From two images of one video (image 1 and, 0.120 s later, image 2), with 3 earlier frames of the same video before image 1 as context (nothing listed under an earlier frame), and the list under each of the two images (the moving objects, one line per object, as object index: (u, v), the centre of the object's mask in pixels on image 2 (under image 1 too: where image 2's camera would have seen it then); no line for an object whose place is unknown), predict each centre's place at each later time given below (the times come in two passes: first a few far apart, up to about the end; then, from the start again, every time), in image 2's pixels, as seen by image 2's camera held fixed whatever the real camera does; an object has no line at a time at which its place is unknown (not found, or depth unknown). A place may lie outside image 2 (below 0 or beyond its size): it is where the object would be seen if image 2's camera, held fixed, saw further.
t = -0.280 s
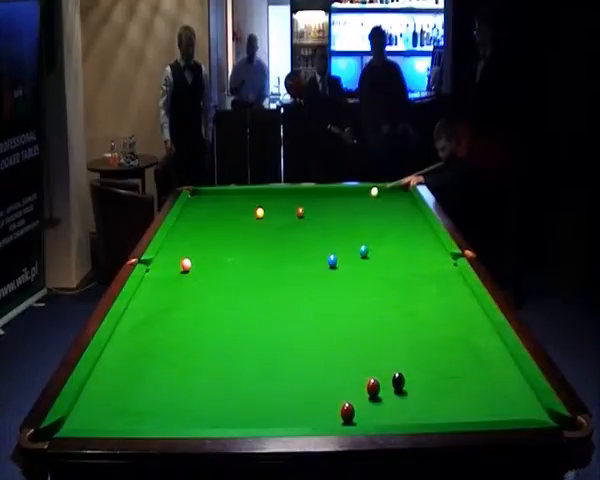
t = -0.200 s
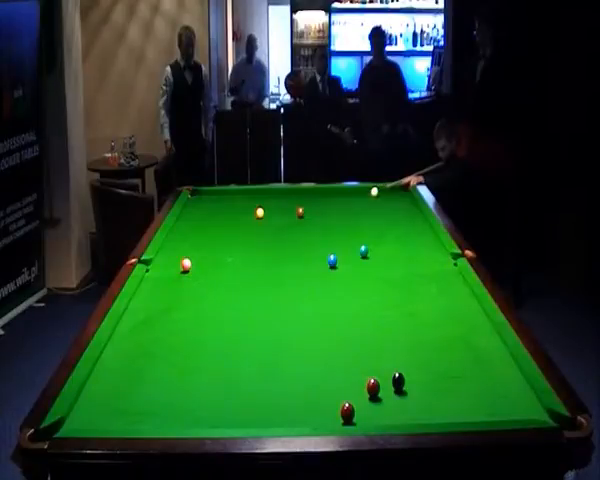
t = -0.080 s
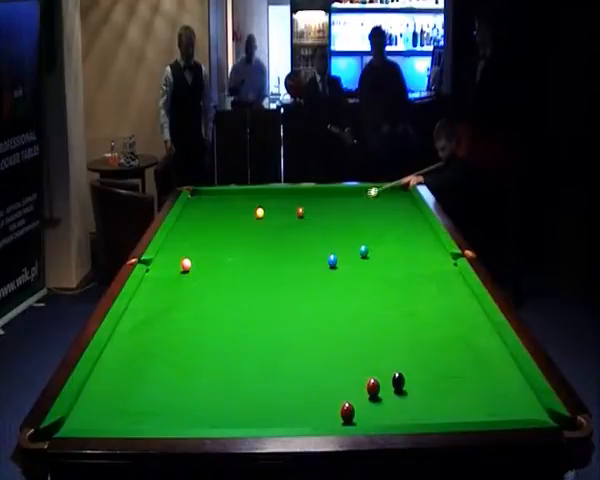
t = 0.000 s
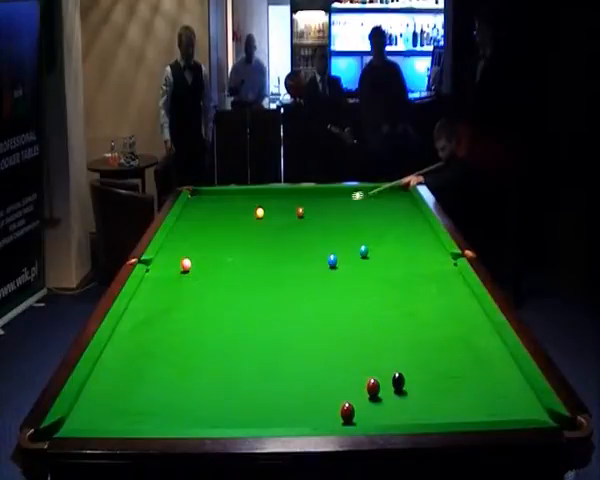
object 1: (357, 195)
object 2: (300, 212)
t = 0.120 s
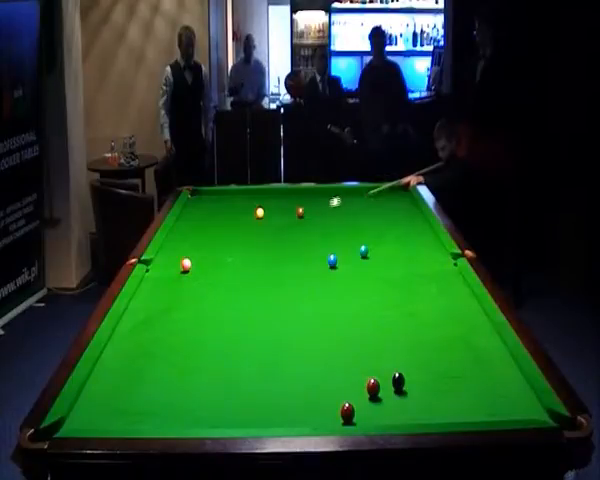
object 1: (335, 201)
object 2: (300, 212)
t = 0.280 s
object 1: (307, 209)
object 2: (299, 212)
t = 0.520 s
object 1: (294, 210)
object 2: (265, 224)
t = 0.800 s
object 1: (276, 213)
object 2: (231, 237)
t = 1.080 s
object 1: (259, 217)
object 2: (194, 248)
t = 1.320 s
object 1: (244, 218)
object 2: (161, 261)
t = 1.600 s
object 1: (228, 220)
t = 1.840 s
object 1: (214, 222)
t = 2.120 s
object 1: (199, 225)
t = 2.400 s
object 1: (185, 227)
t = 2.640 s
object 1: (173, 228)
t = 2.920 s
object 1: (180, 229)
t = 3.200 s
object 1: (187, 230)
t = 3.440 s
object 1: (192, 230)
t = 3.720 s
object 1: (197, 231)
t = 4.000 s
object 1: (202, 231)
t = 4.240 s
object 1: (205, 231)
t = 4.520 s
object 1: (209, 232)
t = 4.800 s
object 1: (211, 232)
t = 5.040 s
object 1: (213, 232)
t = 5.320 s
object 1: (213, 232)
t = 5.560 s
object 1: (214, 232)
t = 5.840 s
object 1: (214, 232)
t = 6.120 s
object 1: (214, 232)
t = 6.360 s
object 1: (214, 232)
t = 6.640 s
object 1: (214, 232)
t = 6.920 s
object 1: (214, 232)
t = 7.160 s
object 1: (214, 232)
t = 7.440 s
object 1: (214, 232)
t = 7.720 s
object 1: (214, 232)
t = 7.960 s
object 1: (214, 232)
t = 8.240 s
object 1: (214, 232)
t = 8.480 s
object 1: (214, 232)
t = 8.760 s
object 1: (214, 232)
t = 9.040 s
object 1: (214, 232)
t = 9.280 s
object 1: (214, 232)
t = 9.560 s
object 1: (214, 232)
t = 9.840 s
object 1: (214, 232)
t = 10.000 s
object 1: (214, 232)
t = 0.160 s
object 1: (328, 204)
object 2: (300, 212)
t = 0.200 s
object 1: (320, 206)
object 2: (300, 212)
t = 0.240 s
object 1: (313, 207)
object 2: (300, 212)
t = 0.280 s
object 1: (307, 209)
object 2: (299, 212)
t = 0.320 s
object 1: (304, 210)
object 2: (294, 214)
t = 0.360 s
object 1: (302, 209)
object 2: (288, 216)
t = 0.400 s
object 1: (301, 210)
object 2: (282, 218)
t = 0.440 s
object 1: (298, 210)
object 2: (276, 220)
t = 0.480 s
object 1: (296, 210)
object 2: (271, 222)
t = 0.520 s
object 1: (294, 210)
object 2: (265, 224)
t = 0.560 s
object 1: (291, 211)
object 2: (260, 226)
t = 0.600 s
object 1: (289, 212)
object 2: (256, 227)
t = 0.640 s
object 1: (286, 211)
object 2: (251, 229)
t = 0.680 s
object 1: (283, 212)
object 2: (246, 231)
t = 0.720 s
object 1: (281, 212)
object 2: (241, 233)
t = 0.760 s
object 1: (278, 213)
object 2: (236, 235)
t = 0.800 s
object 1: (276, 213)
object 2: (231, 237)
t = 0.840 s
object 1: (273, 214)
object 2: (226, 238)
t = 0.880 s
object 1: (271, 214)
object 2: (221, 240)
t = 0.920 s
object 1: (268, 215)
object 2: (215, 241)
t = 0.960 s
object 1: (266, 215)
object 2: (210, 243)
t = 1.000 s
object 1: (264, 216)
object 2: (205, 245)
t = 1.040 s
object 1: (262, 216)
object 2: (200, 247)
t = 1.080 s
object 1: (259, 217)
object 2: (194, 248)
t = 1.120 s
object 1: (256, 217)
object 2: (189, 250)
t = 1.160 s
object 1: (253, 217)
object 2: (183, 252)
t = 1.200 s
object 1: (251, 217)
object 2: (178, 254)
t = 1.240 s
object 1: (249, 217)
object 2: (172, 256)
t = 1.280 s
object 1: (246, 218)
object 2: (166, 258)
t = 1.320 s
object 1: (244, 218)
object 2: (161, 261)
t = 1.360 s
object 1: (242, 219)
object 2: (155, 262)
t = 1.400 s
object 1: (239, 219)
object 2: (150, 263)
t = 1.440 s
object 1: (237, 219)
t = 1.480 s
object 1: (234, 220)
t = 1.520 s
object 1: (232, 220)
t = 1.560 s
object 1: (230, 220)
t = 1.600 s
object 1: (228, 220)
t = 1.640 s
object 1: (225, 220)
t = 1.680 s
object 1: (223, 221)
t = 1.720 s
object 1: (221, 222)
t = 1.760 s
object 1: (219, 222)
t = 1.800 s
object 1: (216, 222)
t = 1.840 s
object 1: (214, 222)
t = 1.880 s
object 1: (212, 222)
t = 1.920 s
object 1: (210, 223)
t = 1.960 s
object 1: (208, 223)
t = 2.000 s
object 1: (206, 223)
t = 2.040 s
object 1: (203, 224)
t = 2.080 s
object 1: (201, 224)
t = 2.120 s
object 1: (199, 225)
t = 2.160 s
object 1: (197, 224)
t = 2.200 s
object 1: (195, 225)
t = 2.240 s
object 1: (193, 225)
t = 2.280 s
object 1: (191, 225)
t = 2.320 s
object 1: (189, 226)
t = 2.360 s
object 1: (187, 226)
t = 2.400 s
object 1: (185, 227)
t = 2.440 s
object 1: (182, 227)
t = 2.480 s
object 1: (181, 227)
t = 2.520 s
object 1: (179, 227)
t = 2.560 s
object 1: (177, 227)
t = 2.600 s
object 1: (174, 228)
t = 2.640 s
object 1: (173, 228)
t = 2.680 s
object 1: (174, 228)
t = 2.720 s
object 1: (175, 228)
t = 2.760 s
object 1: (176, 228)
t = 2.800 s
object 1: (177, 228)
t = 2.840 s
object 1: (178, 228)
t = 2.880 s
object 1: (179, 229)
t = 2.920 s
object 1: (180, 229)
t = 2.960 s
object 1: (181, 229)
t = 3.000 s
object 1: (182, 229)
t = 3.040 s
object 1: (183, 229)
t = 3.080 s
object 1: (184, 229)
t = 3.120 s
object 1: (185, 229)
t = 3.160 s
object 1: (186, 230)
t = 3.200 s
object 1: (187, 230)
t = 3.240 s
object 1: (188, 230)
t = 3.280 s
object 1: (188, 230)
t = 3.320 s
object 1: (189, 230)
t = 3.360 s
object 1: (190, 230)
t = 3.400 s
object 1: (191, 230)
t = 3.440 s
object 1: (192, 230)
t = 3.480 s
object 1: (193, 230)
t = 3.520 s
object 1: (194, 231)
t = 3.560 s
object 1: (194, 230)
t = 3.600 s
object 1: (195, 231)
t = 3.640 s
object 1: (196, 231)
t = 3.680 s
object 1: (197, 231)
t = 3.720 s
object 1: (197, 231)
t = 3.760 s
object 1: (198, 231)
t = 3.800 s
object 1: (199, 231)
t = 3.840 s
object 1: (199, 231)
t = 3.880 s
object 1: (200, 231)
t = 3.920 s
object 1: (201, 231)
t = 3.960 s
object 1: (201, 231)
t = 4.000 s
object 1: (202, 231)
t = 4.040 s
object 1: (203, 231)
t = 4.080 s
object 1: (203, 231)
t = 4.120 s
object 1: (204, 231)
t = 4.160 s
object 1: (205, 231)
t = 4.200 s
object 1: (205, 231)
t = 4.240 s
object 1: (205, 231)
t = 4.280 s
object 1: (206, 231)
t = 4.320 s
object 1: (206, 231)
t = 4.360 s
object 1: (207, 232)
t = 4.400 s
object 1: (207, 232)
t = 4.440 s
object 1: (208, 232)
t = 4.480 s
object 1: (208, 232)
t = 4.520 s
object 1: (209, 232)
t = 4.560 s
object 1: (209, 232)
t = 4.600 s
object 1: (209, 232)
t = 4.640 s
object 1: (209, 232)
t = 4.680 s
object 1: (210, 232)
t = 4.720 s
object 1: (210, 232)
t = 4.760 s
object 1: (211, 232)
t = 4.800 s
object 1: (211, 232)
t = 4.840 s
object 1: (211, 232)
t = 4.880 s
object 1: (211, 232)
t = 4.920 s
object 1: (212, 232)
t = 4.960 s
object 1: (212, 232)
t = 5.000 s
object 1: (212, 232)
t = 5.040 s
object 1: (213, 232)
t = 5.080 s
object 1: (213, 232)
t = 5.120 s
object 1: (213, 232)
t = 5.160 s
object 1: (213, 232)
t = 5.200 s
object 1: (213, 232)
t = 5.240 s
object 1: (213, 232)
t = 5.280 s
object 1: (213, 232)
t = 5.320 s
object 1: (213, 232)
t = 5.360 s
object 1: (213, 232)
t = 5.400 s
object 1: (213, 232)
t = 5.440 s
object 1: (214, 232)
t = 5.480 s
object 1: (214, 232)
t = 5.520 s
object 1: (214, 232)
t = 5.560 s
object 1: (214, 232)
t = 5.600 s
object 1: (214, 232)
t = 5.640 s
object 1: (214, 232)
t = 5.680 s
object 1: (214, 232)
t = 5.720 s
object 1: (214, 232)
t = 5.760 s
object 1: (214, 232)
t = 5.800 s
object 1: (214, 232)
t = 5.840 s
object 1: (214, 232)
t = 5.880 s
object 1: (214, 232)
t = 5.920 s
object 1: (214, 232)
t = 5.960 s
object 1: (214, 232)
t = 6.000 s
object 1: (214, 232)
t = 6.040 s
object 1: (214, 232)
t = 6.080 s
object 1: (214, 232)
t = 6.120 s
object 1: (214, 232)
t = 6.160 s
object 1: (214, 232)
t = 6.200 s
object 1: (214, 232)
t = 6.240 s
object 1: (214, 232)
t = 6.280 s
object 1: (214, 232)
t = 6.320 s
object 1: (214, 232)
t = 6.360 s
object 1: (214, 232)
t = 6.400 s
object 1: (214, 232)
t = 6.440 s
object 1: (214, 232)
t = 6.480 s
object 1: (214, 232)
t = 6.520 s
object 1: (214, 232)
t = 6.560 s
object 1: (214, 232)
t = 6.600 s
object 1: (214, 232)
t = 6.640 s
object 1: (214, 232)
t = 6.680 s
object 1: (214, 232)
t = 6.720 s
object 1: (214, 232)
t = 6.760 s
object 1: (214, 232)
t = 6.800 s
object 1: (214, 232)
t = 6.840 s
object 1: (214, 232)
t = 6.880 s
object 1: (214, 232)
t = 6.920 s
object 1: (214, 232)
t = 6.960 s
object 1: (214, 232)
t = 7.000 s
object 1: (214, 232)
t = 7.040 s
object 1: (214, 232)
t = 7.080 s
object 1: (214, 232)
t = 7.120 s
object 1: (214, 232)
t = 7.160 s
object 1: (214, 232)
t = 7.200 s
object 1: (214, 232)
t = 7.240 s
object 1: (214, 232)
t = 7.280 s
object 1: (214, 232)
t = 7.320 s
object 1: (214, 232)
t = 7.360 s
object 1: (214, 232)
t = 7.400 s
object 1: (214, 232)
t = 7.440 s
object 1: (214, 232)
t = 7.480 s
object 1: (214, 232)
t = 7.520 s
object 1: (214, 232)
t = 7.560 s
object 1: (214, 232)
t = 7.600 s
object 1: (214, 232)
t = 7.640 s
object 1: (214, 232)
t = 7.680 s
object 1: (214, 232)
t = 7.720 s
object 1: (214, 232)
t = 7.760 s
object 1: (214, 232)
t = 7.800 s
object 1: (214, 232)
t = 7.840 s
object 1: (214, 232)
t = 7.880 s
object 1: (214, 232)
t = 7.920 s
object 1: (214, 232)
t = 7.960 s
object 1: (214, 232)
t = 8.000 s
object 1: (214, 232)
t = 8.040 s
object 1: (214, 232)
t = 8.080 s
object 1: (214, 232)
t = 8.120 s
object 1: (214, 232)
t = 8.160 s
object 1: (214, 232)
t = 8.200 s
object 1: (214, 232)
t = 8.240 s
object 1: (214, 232)
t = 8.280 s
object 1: (214, 232)
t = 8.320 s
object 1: (214, 232)
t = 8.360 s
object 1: (214, 232)
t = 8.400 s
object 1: (214, 232)
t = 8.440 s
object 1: (214, 232)
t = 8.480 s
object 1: (214, 232)
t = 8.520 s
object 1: (214, 232)
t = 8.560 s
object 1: (214, 232)
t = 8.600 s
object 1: (214, 232)
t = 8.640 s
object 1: (214, 232)
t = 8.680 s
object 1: (214, 232)
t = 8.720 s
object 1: (214, 232)
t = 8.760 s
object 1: (214, 232)
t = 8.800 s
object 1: (214, 232)
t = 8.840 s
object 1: (214, 232)
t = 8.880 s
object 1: (214, 232)
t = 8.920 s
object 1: (214, 232)
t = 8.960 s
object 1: (214, 232)
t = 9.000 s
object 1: (214, 232)
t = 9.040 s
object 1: (214, 232)
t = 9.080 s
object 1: (214, 232)
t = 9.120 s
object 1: (214, 232)
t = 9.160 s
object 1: (214, 232)
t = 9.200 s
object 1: (214, 232)
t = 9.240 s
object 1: (214, 232)
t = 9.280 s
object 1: (214, 232)
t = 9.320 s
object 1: (214, 232)
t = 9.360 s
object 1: (214, 232)
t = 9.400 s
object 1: (214, 232)
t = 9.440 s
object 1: (214, 232)
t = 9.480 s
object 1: (214, 232)
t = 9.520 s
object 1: (214, 232)
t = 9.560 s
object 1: (214, 232)
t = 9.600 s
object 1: (214, 232)
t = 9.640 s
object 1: (214, 232)
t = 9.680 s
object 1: (214, 232)
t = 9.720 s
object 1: (214, 232)
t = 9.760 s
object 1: (214, 232)
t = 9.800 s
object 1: (214, 232)
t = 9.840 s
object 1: (214, 232)
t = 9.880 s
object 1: (214, 232)
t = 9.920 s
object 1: (214, 232)
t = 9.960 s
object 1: (214, 232)
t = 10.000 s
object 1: (214, 232)
